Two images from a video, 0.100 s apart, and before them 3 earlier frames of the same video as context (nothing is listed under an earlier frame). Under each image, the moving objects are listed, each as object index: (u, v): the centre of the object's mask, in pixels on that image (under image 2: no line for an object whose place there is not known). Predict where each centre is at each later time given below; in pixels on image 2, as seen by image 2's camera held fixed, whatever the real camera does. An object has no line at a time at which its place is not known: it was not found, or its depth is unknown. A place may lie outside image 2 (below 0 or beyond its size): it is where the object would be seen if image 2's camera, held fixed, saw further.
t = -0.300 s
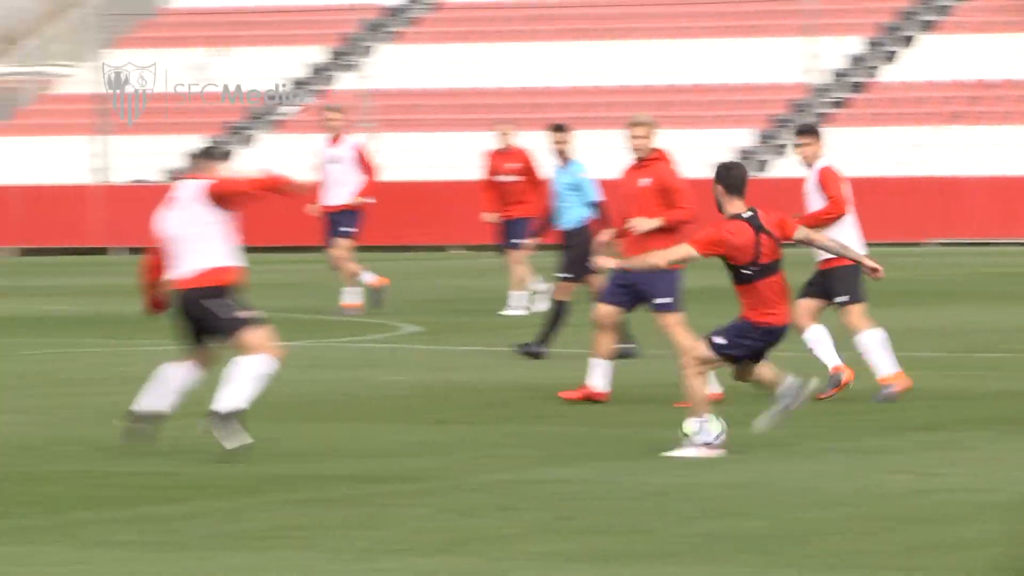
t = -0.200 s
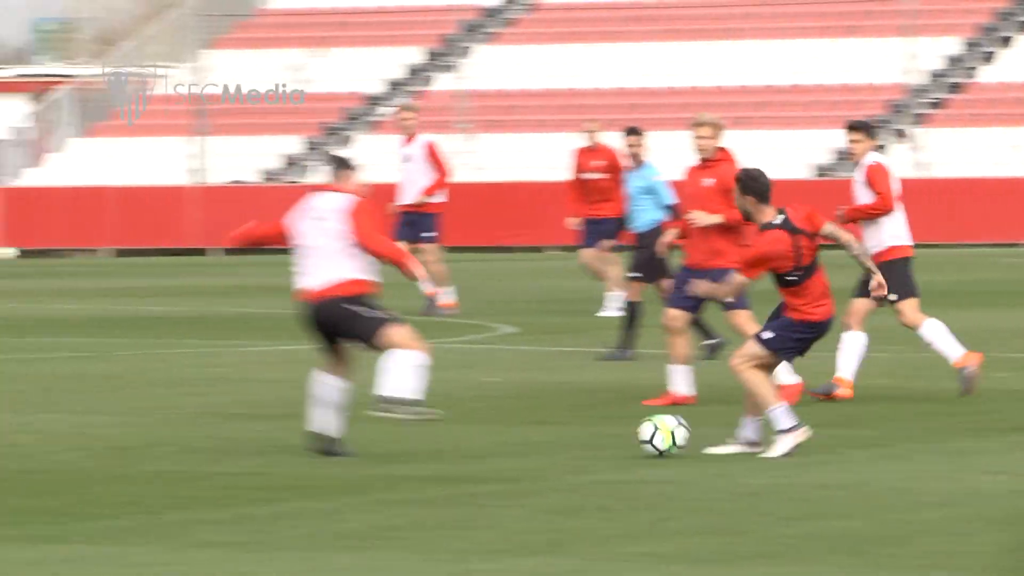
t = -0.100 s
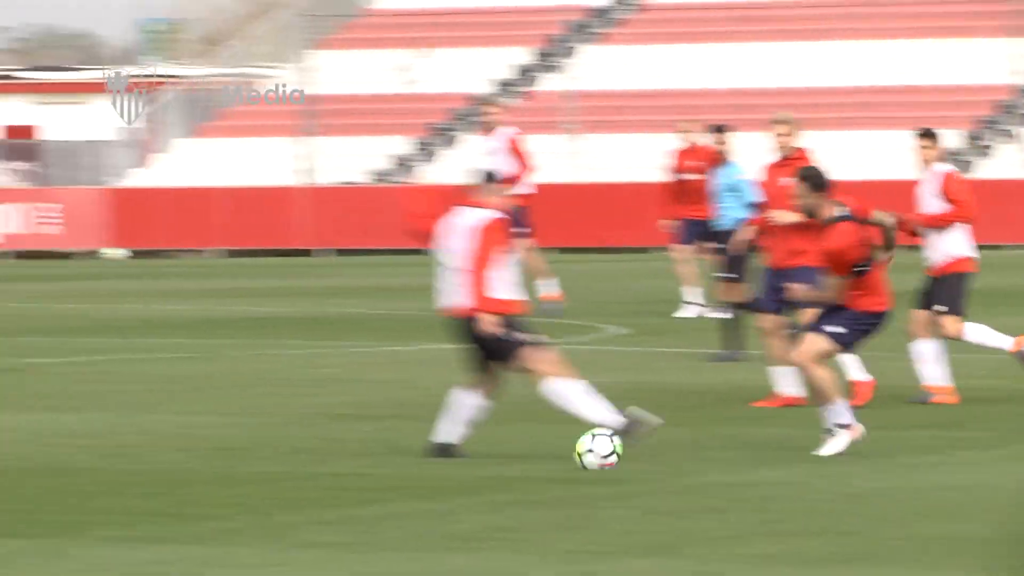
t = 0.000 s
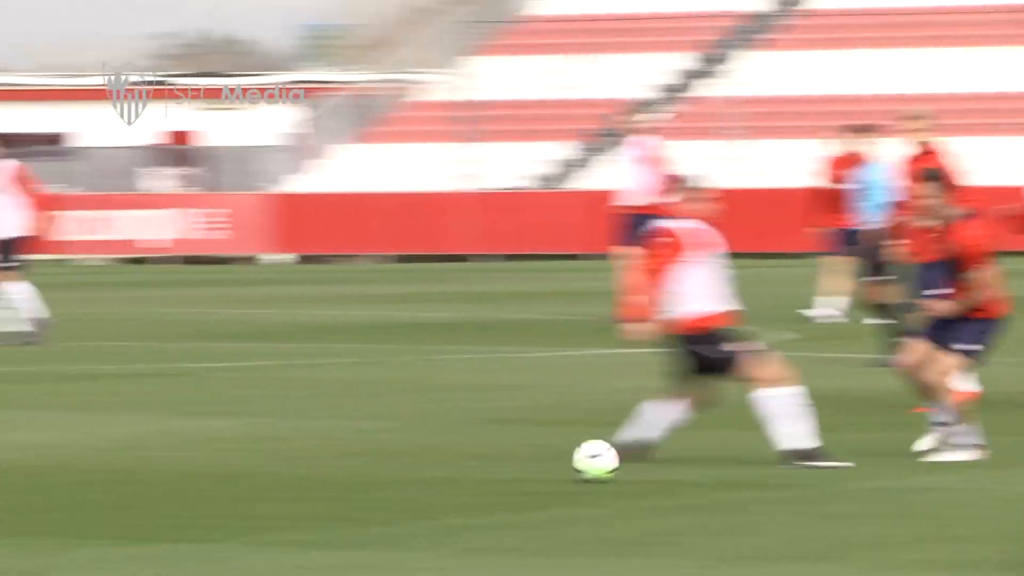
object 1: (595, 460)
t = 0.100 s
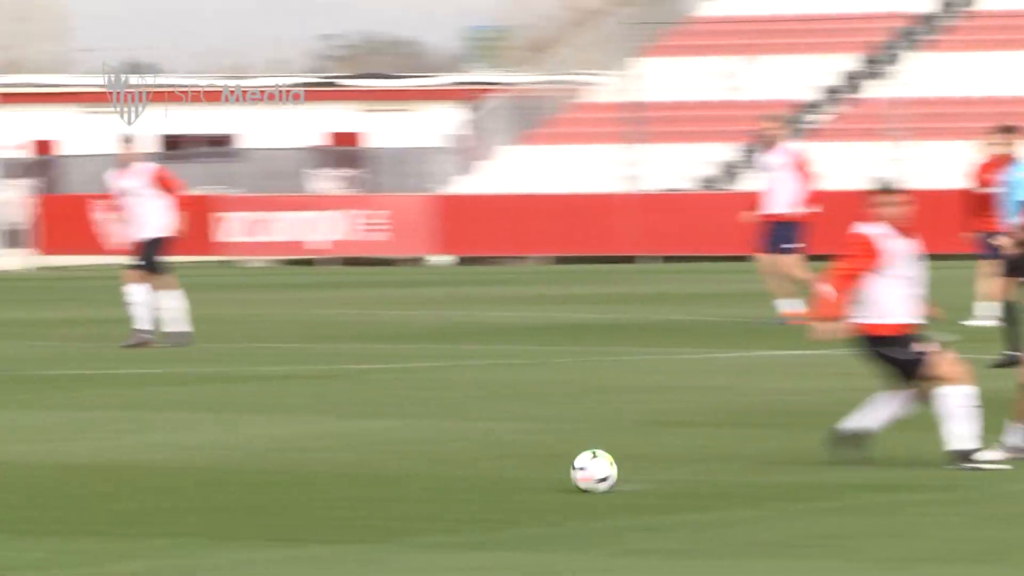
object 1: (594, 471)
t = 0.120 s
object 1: (564, 472)
